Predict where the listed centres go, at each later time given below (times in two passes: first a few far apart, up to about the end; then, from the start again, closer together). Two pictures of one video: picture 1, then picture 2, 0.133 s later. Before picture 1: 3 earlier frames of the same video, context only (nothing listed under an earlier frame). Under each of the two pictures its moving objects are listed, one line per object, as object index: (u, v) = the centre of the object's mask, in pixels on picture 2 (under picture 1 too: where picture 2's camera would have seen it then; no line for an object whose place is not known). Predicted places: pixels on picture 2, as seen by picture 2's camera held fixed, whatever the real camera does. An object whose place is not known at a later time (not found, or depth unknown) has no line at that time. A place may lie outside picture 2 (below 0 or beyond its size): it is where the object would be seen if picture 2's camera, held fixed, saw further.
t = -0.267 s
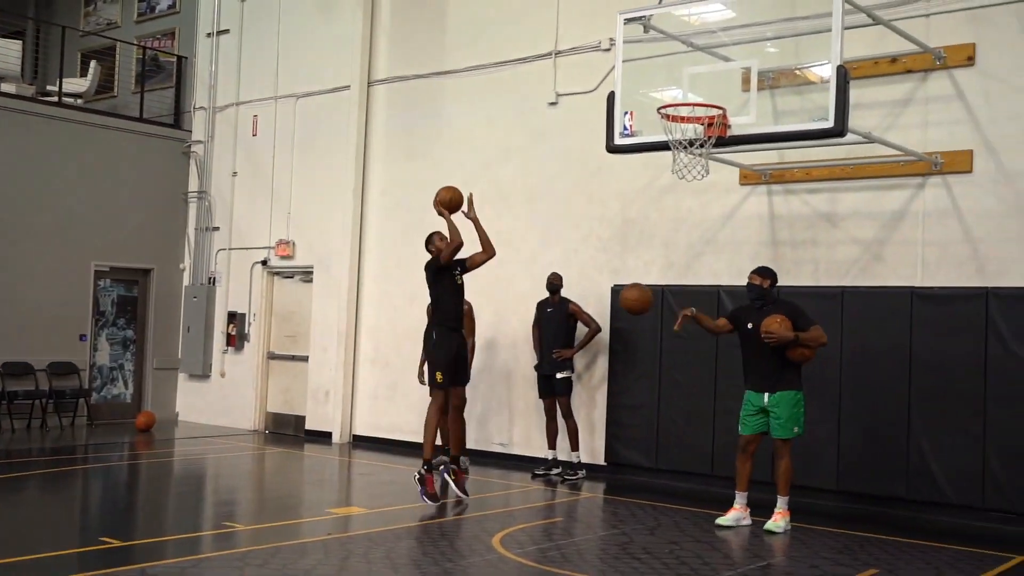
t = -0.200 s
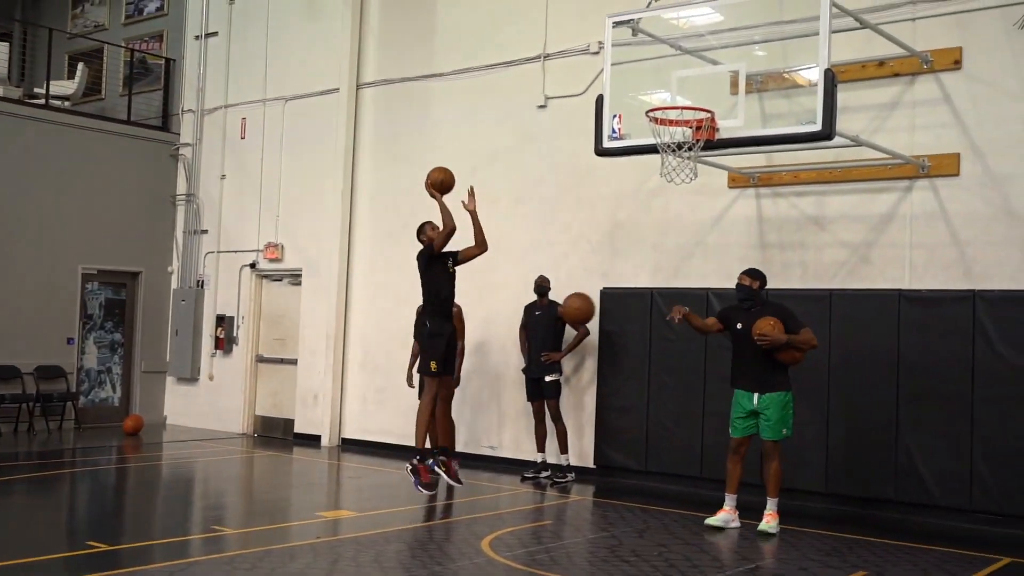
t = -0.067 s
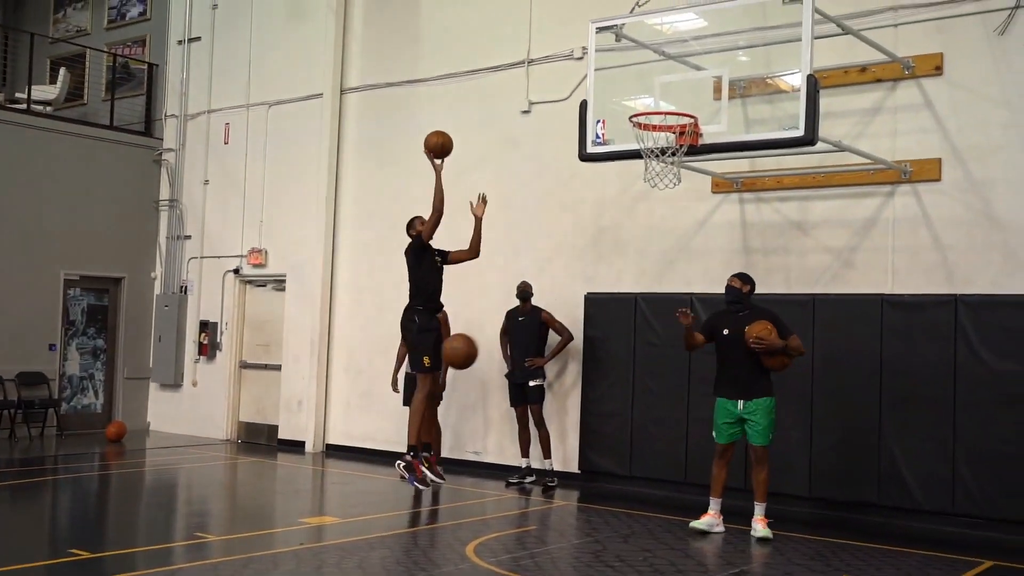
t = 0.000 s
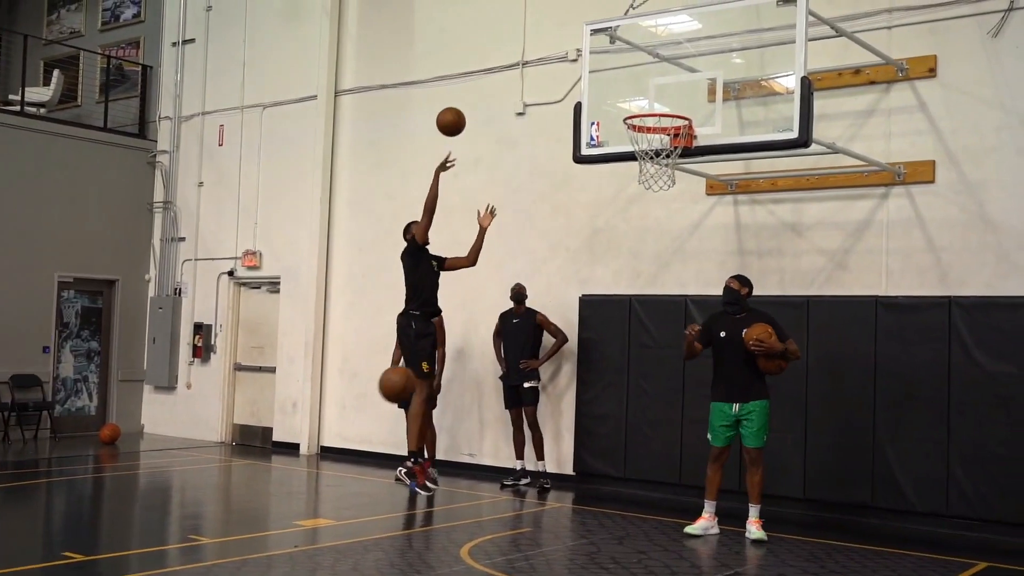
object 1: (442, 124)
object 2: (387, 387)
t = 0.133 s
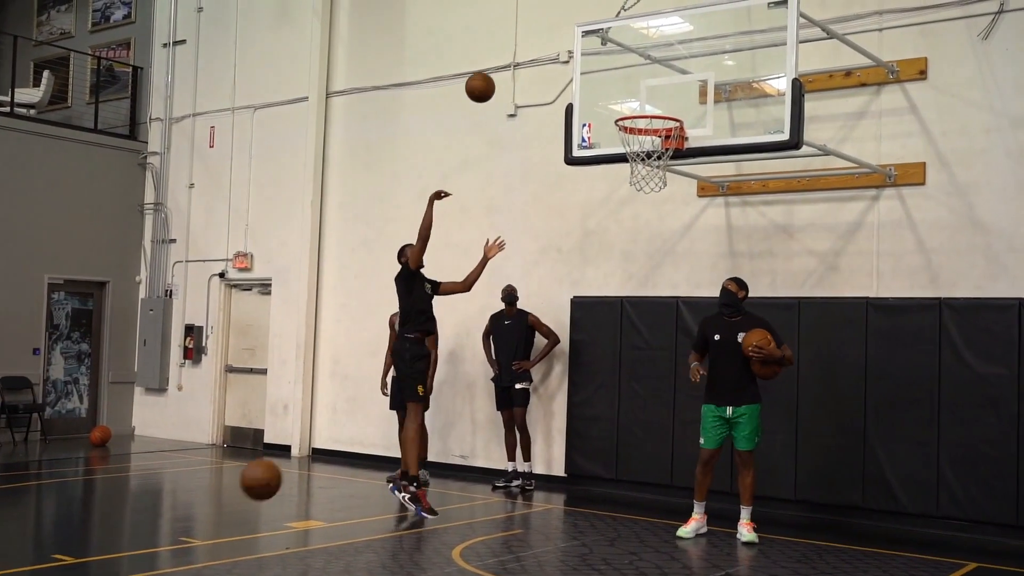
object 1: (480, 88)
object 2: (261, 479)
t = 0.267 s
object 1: (519, 72)
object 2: (140, 544)
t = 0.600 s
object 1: (604, 125)
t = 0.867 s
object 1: (517, 200)
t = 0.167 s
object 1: (490, 82)
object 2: (227, 509)
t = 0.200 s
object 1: (499, 77)
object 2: (191, 543)
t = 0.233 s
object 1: (509, 74)
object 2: (158, 563)
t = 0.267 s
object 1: (519, 72)
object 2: (140, 544)
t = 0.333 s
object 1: (539, 72)
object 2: (105, 495)
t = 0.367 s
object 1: (549, 74)
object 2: (86, 473)
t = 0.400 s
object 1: (559, 78)
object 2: (67, 454)
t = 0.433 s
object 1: (569, 83)
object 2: (46, 437)
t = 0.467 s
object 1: (579, 89)
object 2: (29, 420)
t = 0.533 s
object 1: (600, 108)
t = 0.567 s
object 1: (608, 118)
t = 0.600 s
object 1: (604, 125)
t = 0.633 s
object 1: (594, 130)
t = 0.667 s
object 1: (582, 136)
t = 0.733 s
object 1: (561, 153)
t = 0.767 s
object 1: (549, 163)
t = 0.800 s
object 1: (539, 174)
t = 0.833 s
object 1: (528, 187)
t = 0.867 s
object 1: (517, 200)
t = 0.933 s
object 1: (498, 231)
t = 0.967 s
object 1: (487, 248)
